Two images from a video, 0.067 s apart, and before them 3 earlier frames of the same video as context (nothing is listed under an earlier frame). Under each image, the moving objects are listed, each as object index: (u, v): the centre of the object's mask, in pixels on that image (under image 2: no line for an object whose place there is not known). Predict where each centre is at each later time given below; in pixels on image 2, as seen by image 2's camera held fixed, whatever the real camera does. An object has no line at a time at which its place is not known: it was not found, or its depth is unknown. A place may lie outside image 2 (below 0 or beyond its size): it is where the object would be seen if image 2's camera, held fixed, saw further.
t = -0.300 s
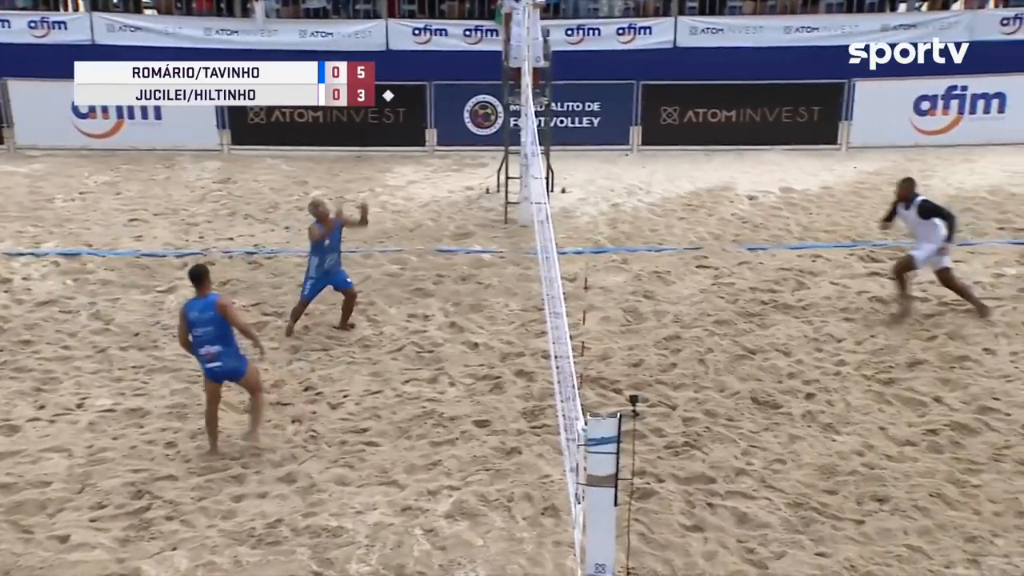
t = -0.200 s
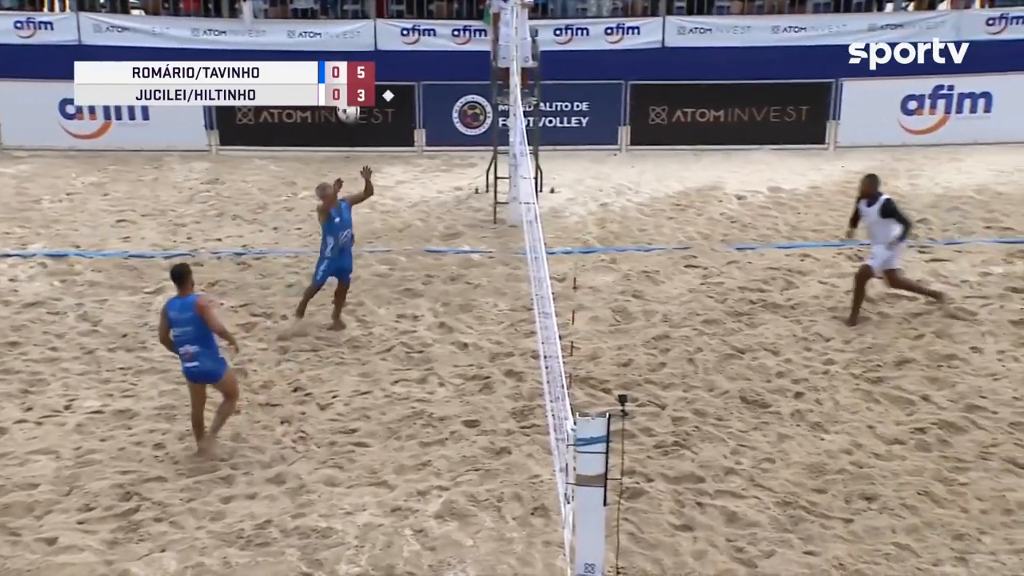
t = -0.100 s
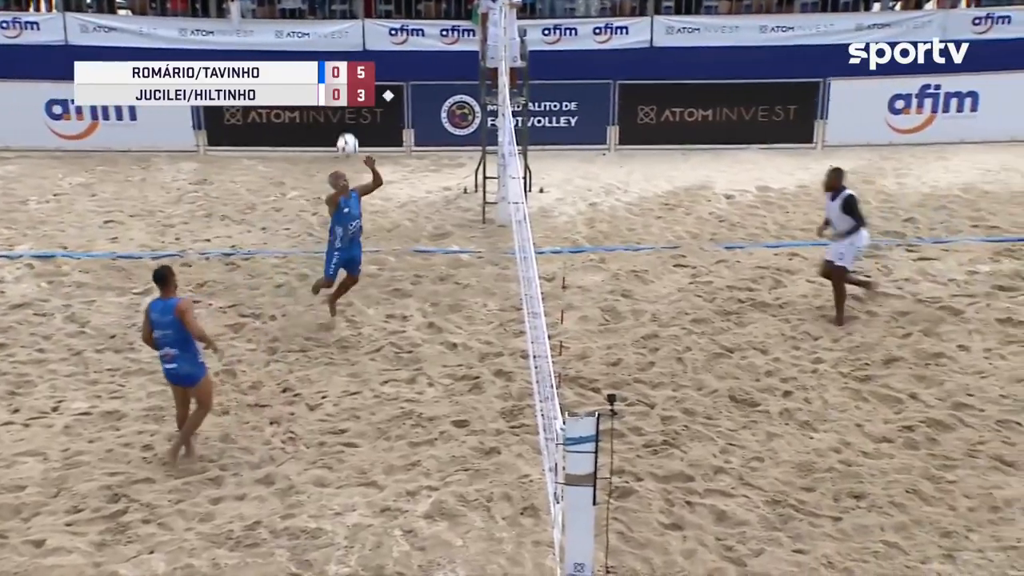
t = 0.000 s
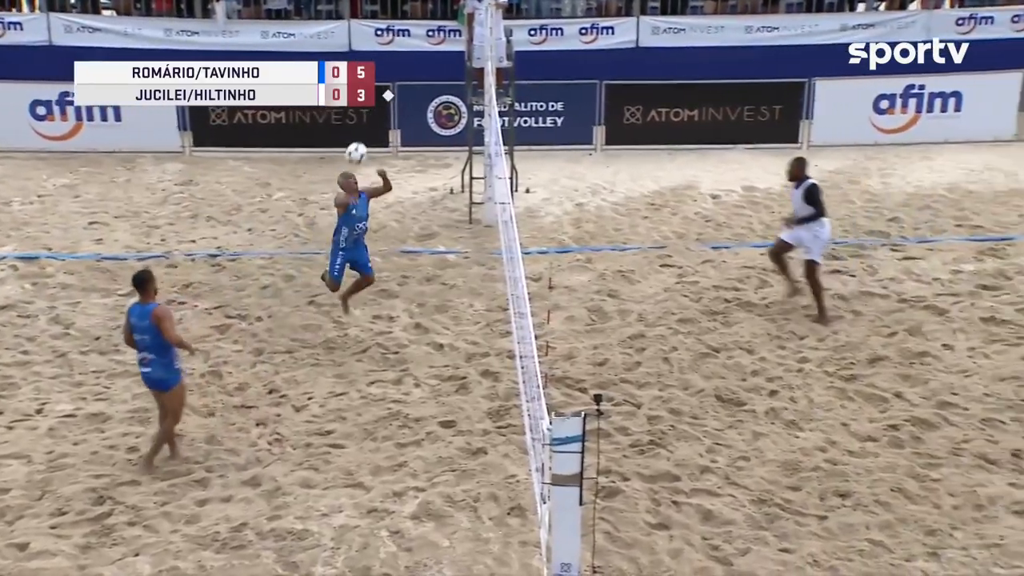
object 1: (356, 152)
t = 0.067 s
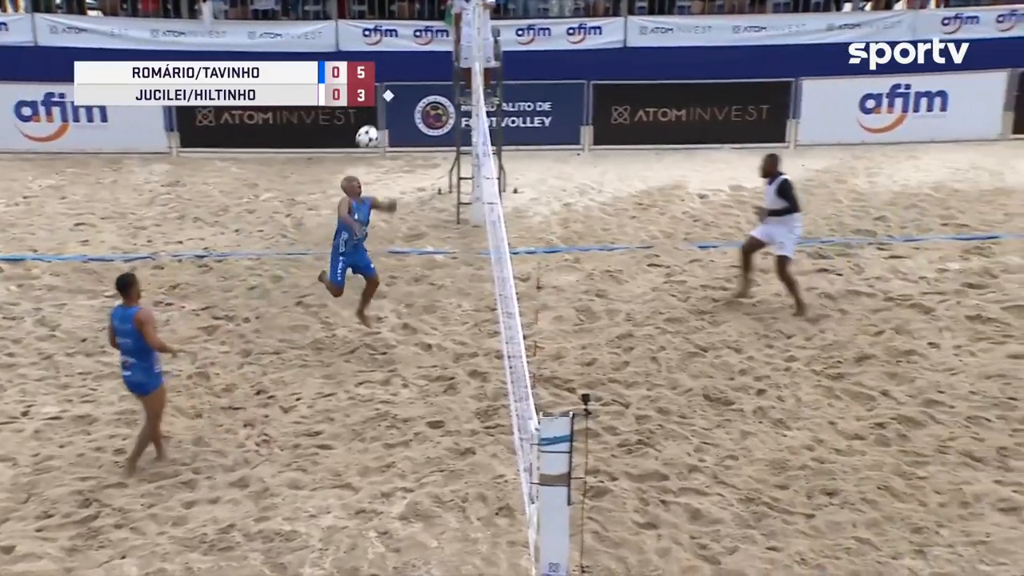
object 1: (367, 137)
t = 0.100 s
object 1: (378, 130)
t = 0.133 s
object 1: (389, 123)
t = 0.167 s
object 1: (399, 119)
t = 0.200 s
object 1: (411, 115)
